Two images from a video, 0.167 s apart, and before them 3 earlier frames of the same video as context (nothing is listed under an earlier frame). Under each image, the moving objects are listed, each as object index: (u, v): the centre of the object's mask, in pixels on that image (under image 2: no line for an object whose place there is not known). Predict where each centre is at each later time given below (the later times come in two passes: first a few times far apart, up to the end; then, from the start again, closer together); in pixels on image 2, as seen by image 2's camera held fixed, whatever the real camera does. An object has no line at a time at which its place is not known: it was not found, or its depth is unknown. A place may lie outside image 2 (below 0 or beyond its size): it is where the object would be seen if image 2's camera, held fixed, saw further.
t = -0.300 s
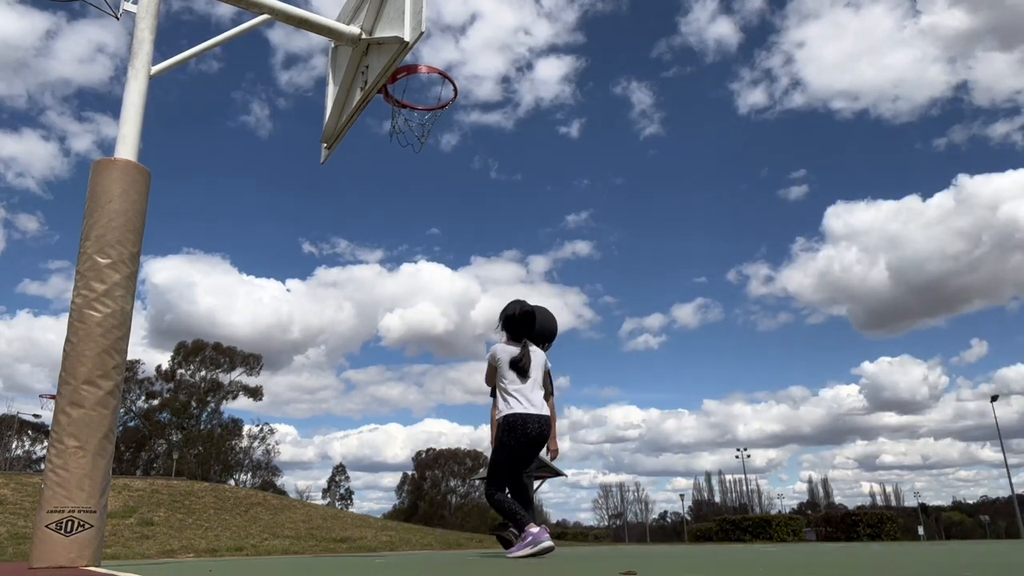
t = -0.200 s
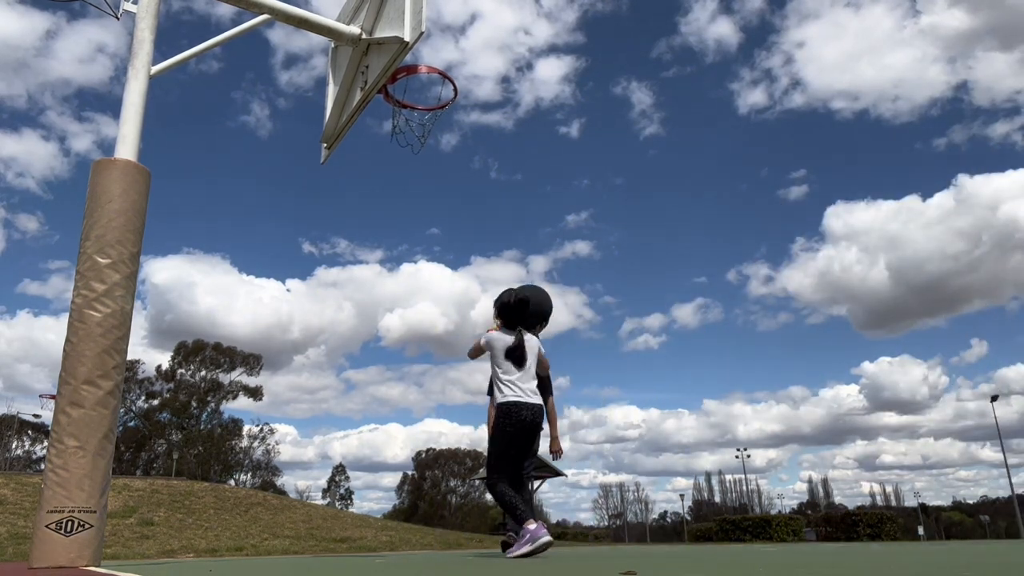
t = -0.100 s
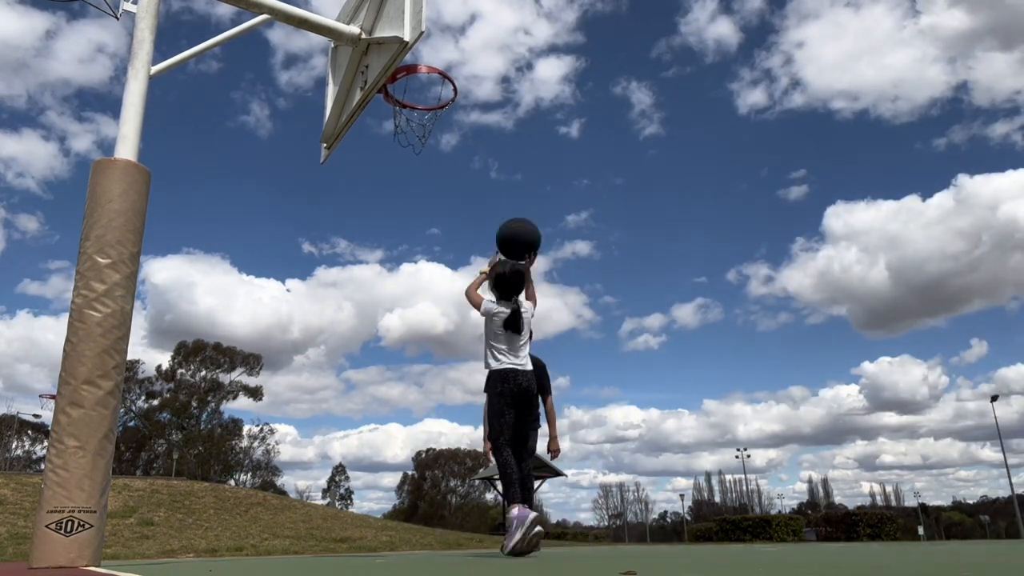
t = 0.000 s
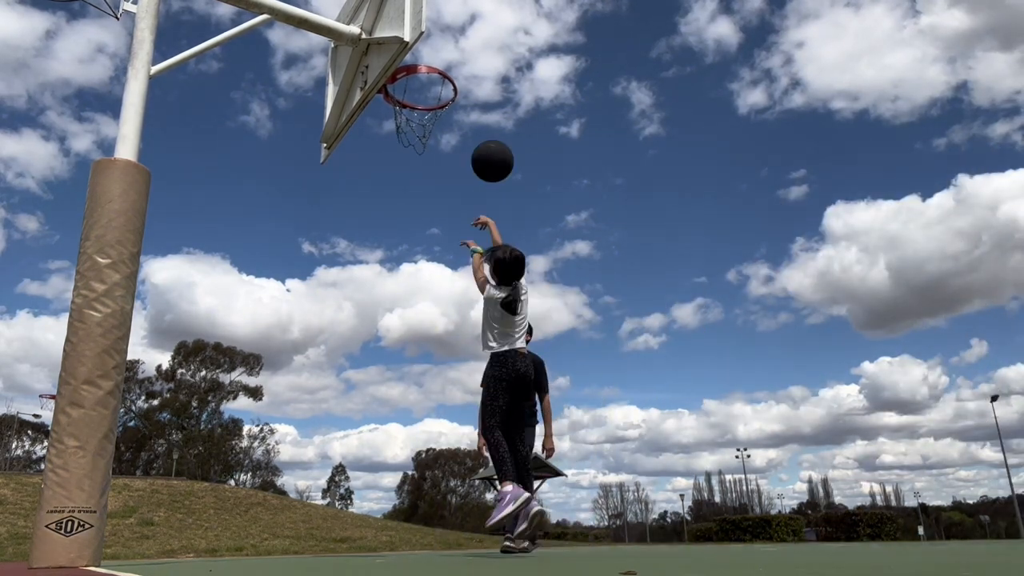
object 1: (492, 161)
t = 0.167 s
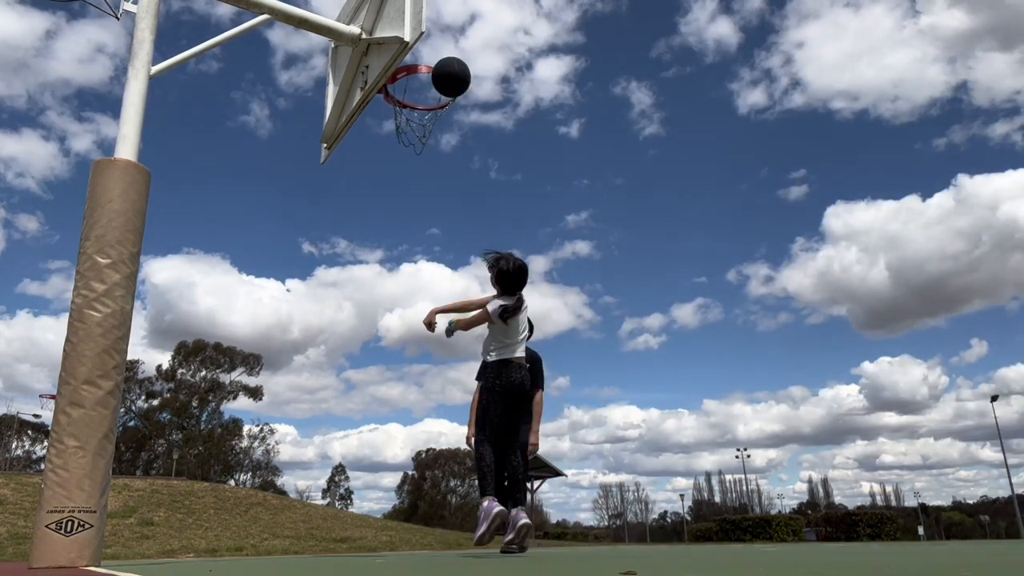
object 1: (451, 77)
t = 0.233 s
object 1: (436, 57)
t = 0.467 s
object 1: (411, 52)
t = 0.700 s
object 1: (411, 86)
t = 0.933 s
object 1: (422, 129)
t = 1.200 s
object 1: (409, 139)
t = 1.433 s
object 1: (387, 213)
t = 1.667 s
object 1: (356, 386)
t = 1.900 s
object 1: (326, 434)
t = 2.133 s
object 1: (309, 286)
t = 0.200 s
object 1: (443, 66)
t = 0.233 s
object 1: (436, 57)
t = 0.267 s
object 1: (430, 50)
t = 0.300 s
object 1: (426, 47)
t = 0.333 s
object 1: (423, 46)
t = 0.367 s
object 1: (419, 46)
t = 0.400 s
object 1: (414, 48)
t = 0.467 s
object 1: (411, 52)
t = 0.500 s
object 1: (411, 56)
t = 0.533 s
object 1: (412, 57)
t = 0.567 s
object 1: (412, 57)
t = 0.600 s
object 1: (412, 58)
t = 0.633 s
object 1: (412, 59)
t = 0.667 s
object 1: (411, 76)
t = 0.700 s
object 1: (411, 86)
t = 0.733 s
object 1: (410, 91)
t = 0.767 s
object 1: (412, 100)
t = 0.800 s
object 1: (413, 111)
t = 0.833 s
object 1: (415, 118)
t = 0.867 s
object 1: (417, 122)
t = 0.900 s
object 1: (419, 126)
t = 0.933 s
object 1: (422, 129)
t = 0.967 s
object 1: (422, 130)
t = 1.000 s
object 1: (421, 130)
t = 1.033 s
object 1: (420, 129)
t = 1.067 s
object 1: (418, 130)
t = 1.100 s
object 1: (417, 131)
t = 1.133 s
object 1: (414, 132)
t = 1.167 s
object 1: (411, 135)
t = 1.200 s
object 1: (409, 139)
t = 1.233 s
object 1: (406, 145)
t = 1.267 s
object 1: (403, 152)
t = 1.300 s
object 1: (400, 161)
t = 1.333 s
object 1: (397, 171)
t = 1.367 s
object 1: (394, 184)
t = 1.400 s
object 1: (391, 197)
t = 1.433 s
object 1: (387, 213)
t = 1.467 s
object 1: (384, 231)
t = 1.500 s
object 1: (380, 250)
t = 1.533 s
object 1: (376, 272)
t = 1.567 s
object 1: (371, 297)
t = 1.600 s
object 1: (367, 324)
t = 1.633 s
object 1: (362, 353)
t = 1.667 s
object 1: (356, 386)
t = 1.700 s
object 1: (351, 422)
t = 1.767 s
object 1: (338, 506)
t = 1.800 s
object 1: (332, 534)
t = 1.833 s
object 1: (330, 498)
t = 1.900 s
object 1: (326, 434)
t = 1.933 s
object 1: (324, 406)
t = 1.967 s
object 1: (322, 380)
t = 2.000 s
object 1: (320, 357)
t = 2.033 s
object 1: (317, 336)
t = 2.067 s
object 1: (314, 317)
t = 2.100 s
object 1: (312, 300)
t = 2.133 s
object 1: (309, 286)
